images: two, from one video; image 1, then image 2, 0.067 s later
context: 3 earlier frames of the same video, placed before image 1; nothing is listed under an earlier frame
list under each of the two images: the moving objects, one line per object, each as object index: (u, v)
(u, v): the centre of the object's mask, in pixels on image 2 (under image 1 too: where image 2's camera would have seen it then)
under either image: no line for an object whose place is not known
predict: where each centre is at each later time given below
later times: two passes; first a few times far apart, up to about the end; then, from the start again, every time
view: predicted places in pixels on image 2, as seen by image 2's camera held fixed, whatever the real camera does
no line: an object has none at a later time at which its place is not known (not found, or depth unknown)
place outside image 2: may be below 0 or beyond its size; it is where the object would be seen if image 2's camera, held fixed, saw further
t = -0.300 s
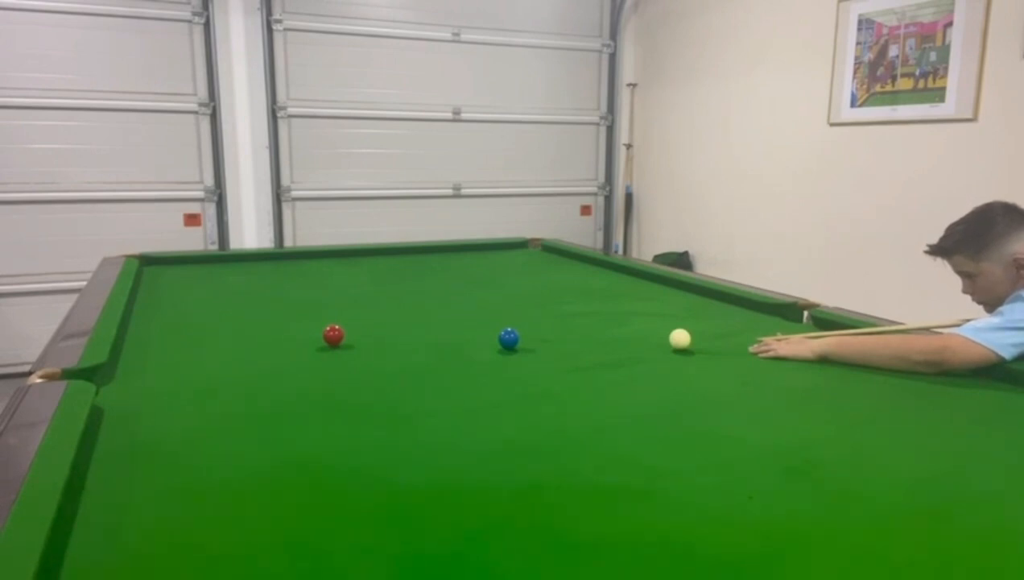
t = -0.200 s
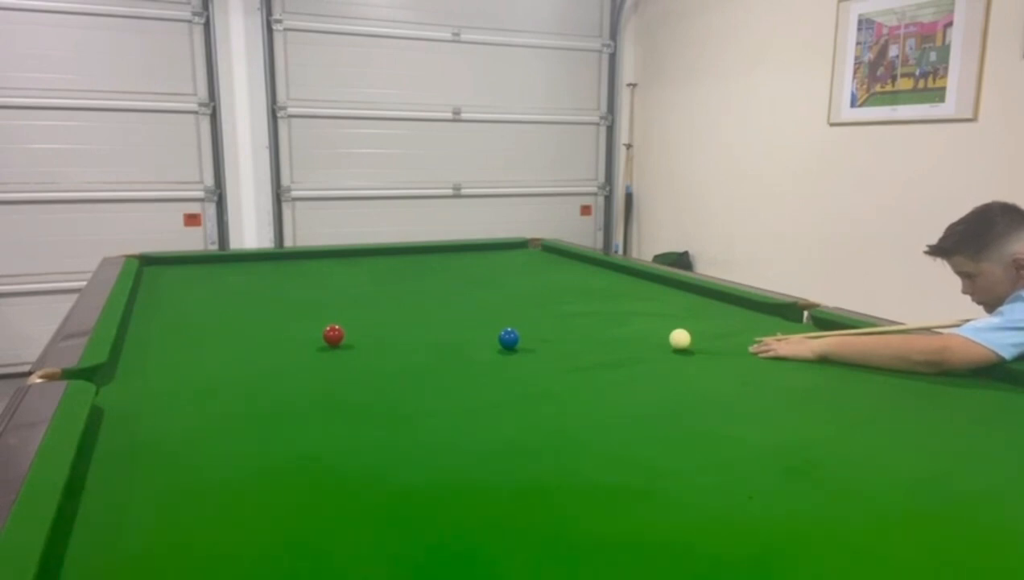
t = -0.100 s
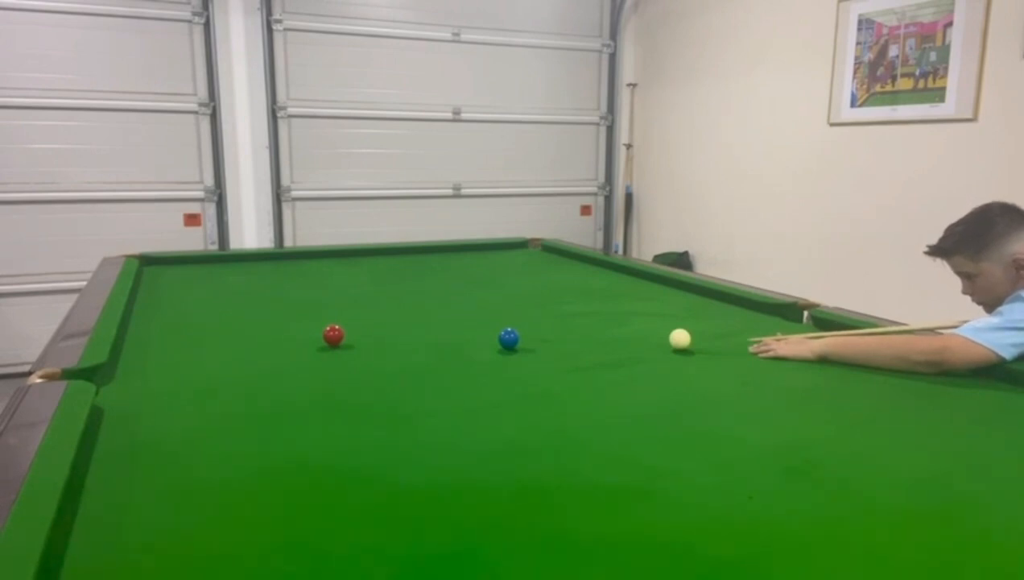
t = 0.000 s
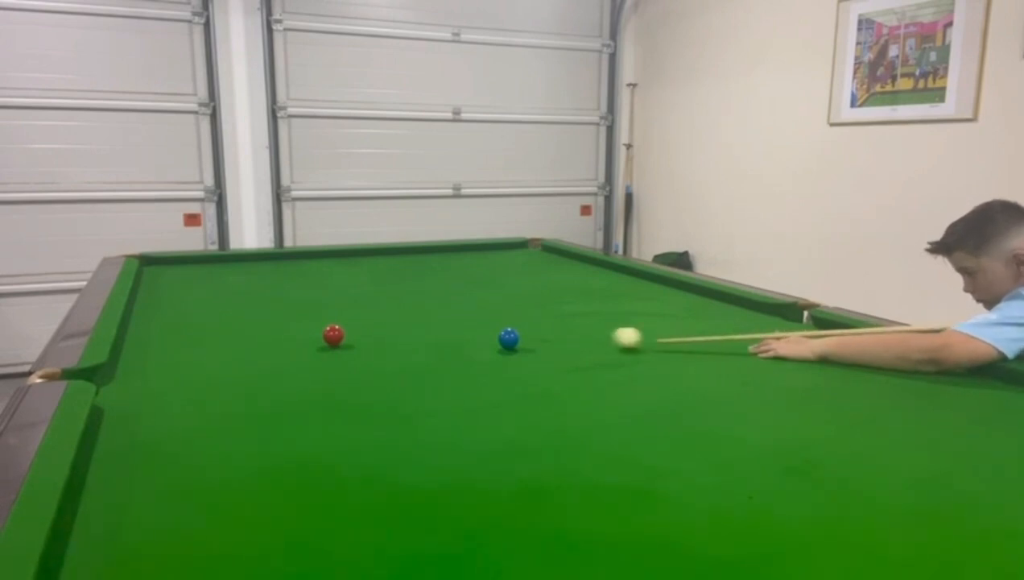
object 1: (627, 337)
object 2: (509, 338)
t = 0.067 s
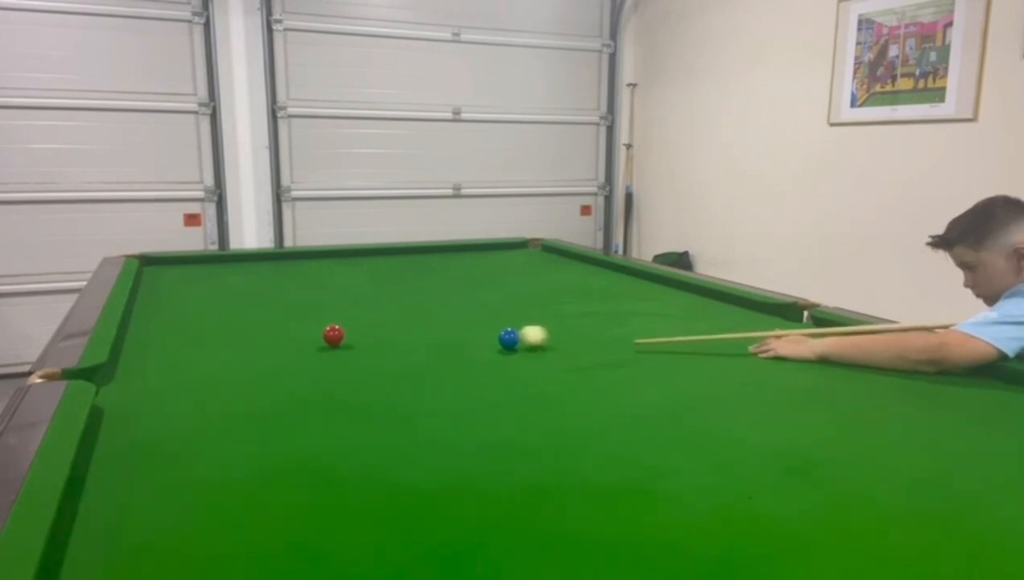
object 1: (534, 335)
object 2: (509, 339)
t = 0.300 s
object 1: (470, 311)
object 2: (262, 367)
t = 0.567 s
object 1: (447, 294)
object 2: (130, 360)
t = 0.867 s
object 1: (431, 279)
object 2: (154, 325)
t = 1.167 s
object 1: (419, 268)
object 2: (165, 302)
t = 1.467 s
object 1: (409, 259)
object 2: (173, 285)
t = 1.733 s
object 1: (401, 252)
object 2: (178, 273)
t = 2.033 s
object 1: (405, 251)
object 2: (182, 262)
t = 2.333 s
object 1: (414, 255)
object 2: (193, 262)
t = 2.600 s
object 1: (422, 259)
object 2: (206, 266)
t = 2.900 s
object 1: (431, 262)
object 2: (221, 272)
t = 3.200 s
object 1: (440, 266)
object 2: (235, 277)
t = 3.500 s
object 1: (449, 269)
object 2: (249, 282)
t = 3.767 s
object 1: (456, 272)
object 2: (262, 287)
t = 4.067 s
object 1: (464, 275)
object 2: (277, 292)
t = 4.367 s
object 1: (470, 278)
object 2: (291, 297)
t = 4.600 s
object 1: (475, 279)
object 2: (302, 301)
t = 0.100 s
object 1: (517, 331)
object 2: (480, 342)
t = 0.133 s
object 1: (506, 327)
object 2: (444, 346)
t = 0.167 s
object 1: (497, 324)
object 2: (409, 350)
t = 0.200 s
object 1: (489, 320)
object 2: (374, 355)
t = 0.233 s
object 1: (481, 317)
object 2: (336, 358)
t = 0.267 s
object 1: (475, 314)
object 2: (299, 362)
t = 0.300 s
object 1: (470, 311)
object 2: (262, 367)
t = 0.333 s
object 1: (465, 308)
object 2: (223, 371)
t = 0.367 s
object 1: (462, 306)
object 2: (184, 376)
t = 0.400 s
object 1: (458, 304)
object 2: (144, 380)
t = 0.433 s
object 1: (456, 302)
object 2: (106, 384)
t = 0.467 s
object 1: (454, 300)
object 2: (106, 379)
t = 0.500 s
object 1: (452, 298)
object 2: (115, 372)
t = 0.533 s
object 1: (449, 296)
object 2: (123, 366)
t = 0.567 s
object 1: (447, 294)
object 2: (130, 360)
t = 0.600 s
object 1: (446, 292)
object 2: (135, 355)
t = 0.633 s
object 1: (444, 290)
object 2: (140, 350)
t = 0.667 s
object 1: (442, 289)
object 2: (143, 346)
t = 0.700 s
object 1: (440, 287)
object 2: (146, 342)
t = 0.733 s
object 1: (438, 286)
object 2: (148, 339)
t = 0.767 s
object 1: (436, 284)
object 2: (149, 335)
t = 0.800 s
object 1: (435, 282)
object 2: (151, 332)
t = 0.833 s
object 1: (433, 281)
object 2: (152, 329)
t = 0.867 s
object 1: (431, 279)
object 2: (154, 325)
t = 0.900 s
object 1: (430, 278)
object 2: (155, 323)
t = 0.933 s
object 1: (429, 277)
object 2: (157, 320)
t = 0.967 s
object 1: (427, 275)
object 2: (158, 317)
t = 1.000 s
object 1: (426, 274)
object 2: (159, 314)
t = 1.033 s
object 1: (424, 273)
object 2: (160, 312)
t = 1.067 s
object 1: (423, 271)
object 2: (161, 309)
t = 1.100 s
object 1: (422, 270)
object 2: (162, 307)
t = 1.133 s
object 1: (420, 269)
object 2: (164, 305)
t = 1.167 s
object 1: (419, 268)
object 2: (165, 302)
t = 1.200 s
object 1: (418, 267)
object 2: (166, 300)
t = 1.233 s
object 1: (417, 266)
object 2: (167, 298)
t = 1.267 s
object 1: (415, 265)
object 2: (167, 296)
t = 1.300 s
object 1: (414, 264)
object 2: (168, 294)
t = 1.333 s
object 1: (413, 263)
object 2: (169, 292)
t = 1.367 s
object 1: (412, 261)
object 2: (170, 290)
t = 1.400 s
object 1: (411, 261)
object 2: (171, 289)
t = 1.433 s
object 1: (410, 260)
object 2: (172, 287)
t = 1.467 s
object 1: (409, 259)
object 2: (173, 285)
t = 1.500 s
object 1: (408, 258)
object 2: (174, 284)
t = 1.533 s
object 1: (407, 257)
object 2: (174, 282)
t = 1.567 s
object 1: (406, 256)
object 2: (175, 280)
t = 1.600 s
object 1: (405, 255)
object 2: (176, 279)
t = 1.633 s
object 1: (404, 254)
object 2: (176, 277)
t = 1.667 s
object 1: (403, 253)
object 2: (177, 276)
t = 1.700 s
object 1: (402, 252)
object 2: (178, 274)
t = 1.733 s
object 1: (401, 252)
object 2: (178, 273)
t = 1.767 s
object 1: (401, 251)
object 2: (178, 272)
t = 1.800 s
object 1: (400, 250)
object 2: (179, 271)
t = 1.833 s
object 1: (399, 249)
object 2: (180, 269)
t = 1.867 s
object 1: (399, 249)
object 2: (180, 268)
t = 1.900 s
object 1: (400, 250)
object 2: (181, 267)
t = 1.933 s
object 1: (401, 250)
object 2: (181, 265)
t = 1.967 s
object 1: (403, 251)
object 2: (181, 264)
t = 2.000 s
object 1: (403, 251)
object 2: (181, 263)
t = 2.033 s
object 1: (405, 251)
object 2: (182, 262)
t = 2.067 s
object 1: (406, 252)
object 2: (183, 261)
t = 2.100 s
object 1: (407, 252)
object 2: (183, 260)
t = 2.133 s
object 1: (408, 253)
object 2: (184, 259)
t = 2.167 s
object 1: (409, 253)
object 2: (185, 259)
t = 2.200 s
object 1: (410, 254)
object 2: (186, 259)
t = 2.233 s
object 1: (411, 254)
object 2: (189, 260)
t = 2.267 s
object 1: (412, 254)
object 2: (190, 260)
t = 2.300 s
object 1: (413, 255)
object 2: (192, 261)
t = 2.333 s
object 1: (414, 255)
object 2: (193, 262)
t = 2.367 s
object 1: (415, 256)
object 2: (195, 262)
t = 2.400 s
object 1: (416, 256)
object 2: (197, 263)
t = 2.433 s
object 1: (417, 257)
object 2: (198, 264)
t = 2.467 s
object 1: (418, 257)
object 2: (199, 264)
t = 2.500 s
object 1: (419, 257)
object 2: (201, 265)
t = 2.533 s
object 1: (420, 258)
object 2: (202, 265)
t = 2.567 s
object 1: (421, 258)
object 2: (204, 266)
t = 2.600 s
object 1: (422, 259)
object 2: (206, 266)
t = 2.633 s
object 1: (423, 259)
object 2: (208, 267)
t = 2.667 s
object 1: (424, 260)
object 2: (209, 268)
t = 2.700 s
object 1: (425, 260)
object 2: (210, 268)
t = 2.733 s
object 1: (426, 260)
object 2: (212, 269)
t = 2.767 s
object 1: (427, 261)
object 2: (214, 270)
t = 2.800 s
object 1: (428, 261)
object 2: (215, 270)
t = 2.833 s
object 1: (429, 262)
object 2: (217, 271)
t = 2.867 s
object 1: (430, 262)
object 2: (219, 271)
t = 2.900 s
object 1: (431, 262)
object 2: (221, 272)
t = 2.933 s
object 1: (432, 263)
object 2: (222, 272)
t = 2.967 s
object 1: (433, 263)
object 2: (224, 273)
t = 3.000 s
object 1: (434, 264)
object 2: (225, 274)
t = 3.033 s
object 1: (435, 264)
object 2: (227, 274)
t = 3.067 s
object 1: (436, 265)
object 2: (228, 275)
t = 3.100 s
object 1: (437, 265)
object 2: (230, 276)
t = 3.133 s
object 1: (438, 265)
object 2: (232, 276)
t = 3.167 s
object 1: (439, 266)
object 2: (234, 277)
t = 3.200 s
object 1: (440, 266)
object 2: (235, 277)
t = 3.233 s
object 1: (441, 266)
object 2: (236, 278)
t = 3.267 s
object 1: (442, 267)
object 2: (238, 278)
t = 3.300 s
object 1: (443, 267)
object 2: (240, 279)
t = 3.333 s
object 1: (444, 267)
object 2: (242, 279)
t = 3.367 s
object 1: (445, 268)
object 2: (243, 280)
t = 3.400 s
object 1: (446, 268)
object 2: (245, 281)
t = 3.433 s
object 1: (447, 269)
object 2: (246, 281)
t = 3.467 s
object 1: (448, 269)
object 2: (248, 282)
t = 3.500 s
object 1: (449, 269)
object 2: (249, 282)
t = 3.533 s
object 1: (450, 271)
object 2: (251, 283)
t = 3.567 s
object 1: (451, 270)
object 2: (253, 284)
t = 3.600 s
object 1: (452, 270)
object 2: (254, 284)
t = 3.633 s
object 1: (453, 270)
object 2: (256, 285)
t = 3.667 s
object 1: (453, 271)
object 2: (258, 285)
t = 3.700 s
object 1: (454, 271)
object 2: (259, 286)
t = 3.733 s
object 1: (455, 272)
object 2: (261, 286)
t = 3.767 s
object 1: (456, 272)
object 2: (262, 287)
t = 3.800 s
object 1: (457, 272)
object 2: (264, 288)
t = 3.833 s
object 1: (458, 273)
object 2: (265, 288)
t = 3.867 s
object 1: (459, 273)
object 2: (267, 289)
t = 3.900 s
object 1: (460, 274)
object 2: (269, 289)
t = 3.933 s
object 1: (461, 274)
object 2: (270, 290)
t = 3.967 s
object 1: (462, 274)
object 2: (272, 290)
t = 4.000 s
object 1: (462, 275)
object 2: (273, 291)
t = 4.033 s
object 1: (463, 275)
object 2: (275, 292)
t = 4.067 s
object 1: (464, 275)
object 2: (277, 292)
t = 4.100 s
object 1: (465, 275)
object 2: (278, 293)
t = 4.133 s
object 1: (466, 276)
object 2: (280, 293)
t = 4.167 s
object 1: (466, 276)
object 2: (281, 294)
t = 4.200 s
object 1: (467, 276)
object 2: (283, 294)
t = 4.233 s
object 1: (468, 276)
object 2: (285, 295)
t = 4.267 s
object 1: (468, 277)
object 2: (286, 295)
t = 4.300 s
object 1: (469, 277)
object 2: (287, 296)
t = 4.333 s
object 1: (470, 277)
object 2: (289, 296)
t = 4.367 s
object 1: (470, 278)
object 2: (291, 297)
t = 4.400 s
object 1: (471, 278)
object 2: (292, 297)
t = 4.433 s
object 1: (472, 278)
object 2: (294, 298)
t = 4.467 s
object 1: (473, 278)
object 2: (296, 298)
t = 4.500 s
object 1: (474, 279)
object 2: (297, 299)
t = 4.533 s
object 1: (474, 279)
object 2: (298, 299)
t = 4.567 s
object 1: (475, 279)
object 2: (300, 300)
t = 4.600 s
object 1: (475, 279)
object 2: (302, 301)
